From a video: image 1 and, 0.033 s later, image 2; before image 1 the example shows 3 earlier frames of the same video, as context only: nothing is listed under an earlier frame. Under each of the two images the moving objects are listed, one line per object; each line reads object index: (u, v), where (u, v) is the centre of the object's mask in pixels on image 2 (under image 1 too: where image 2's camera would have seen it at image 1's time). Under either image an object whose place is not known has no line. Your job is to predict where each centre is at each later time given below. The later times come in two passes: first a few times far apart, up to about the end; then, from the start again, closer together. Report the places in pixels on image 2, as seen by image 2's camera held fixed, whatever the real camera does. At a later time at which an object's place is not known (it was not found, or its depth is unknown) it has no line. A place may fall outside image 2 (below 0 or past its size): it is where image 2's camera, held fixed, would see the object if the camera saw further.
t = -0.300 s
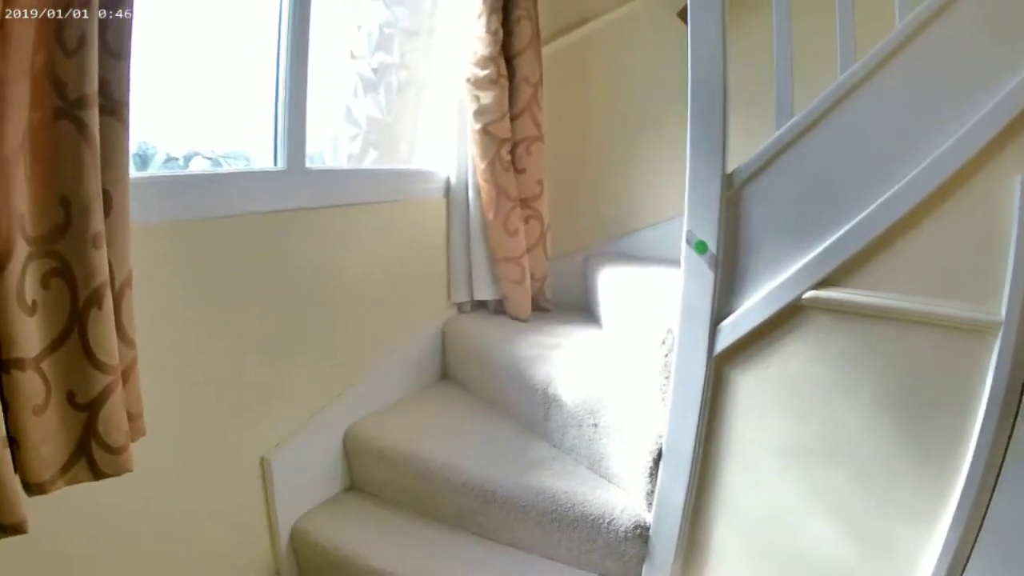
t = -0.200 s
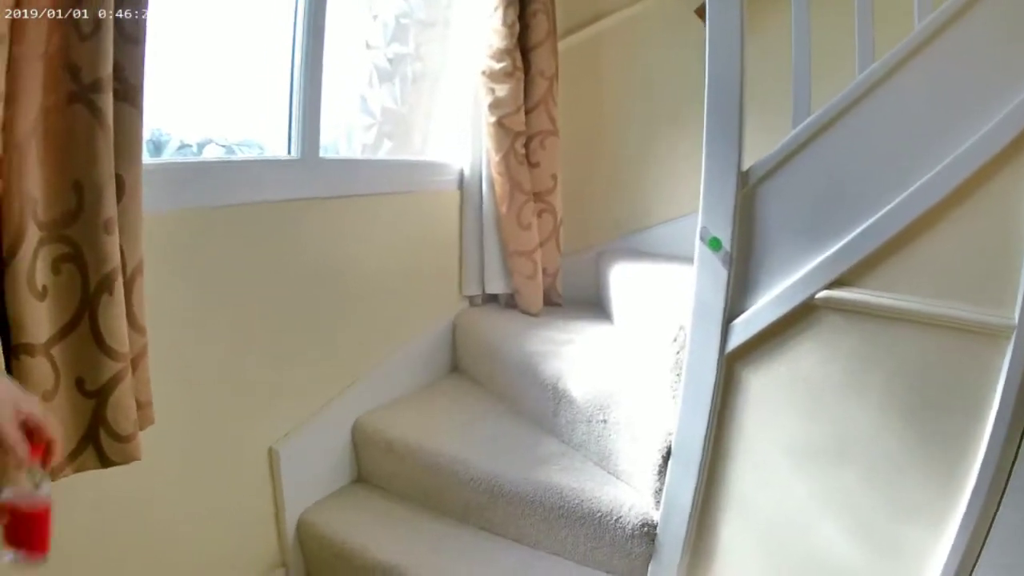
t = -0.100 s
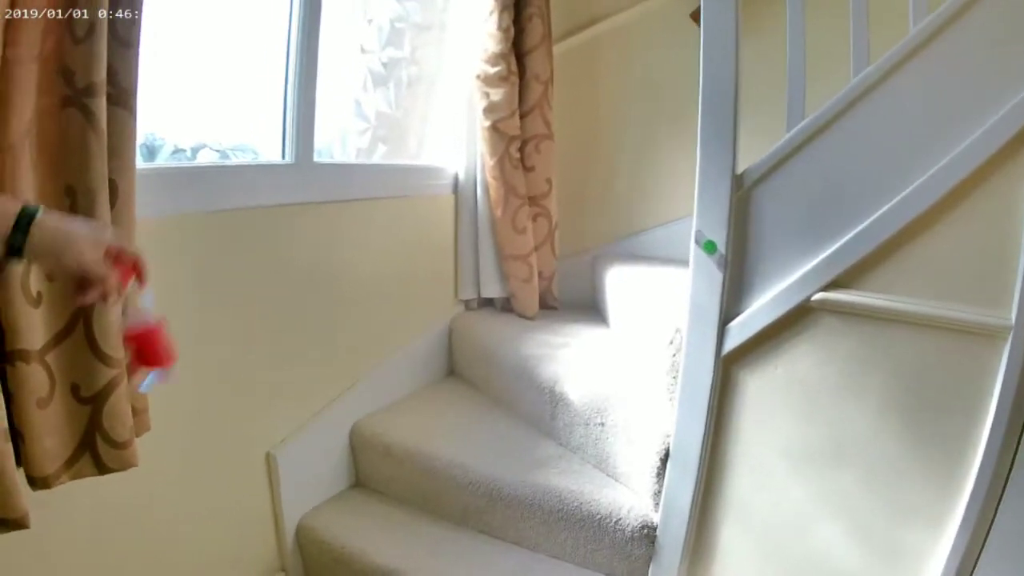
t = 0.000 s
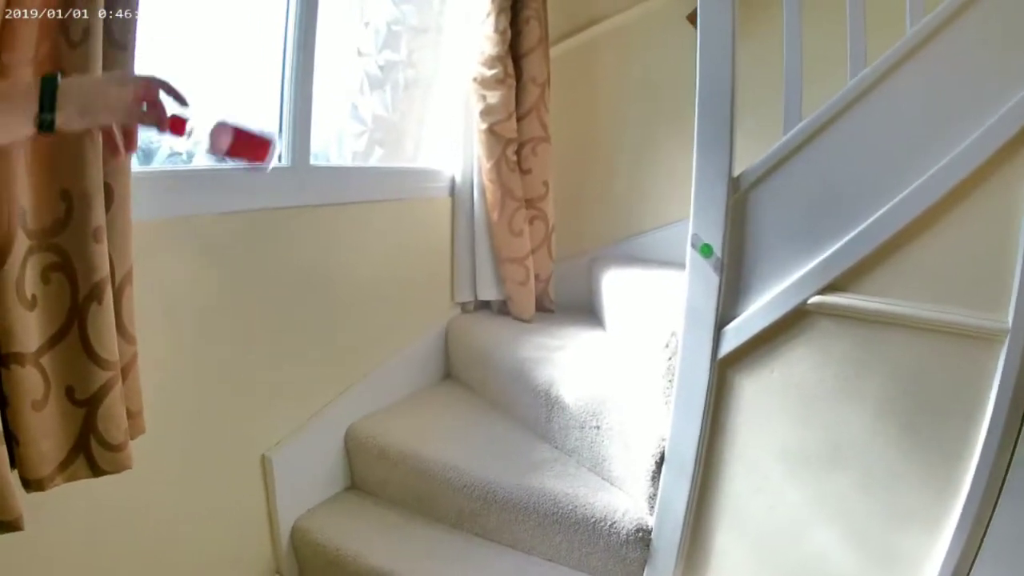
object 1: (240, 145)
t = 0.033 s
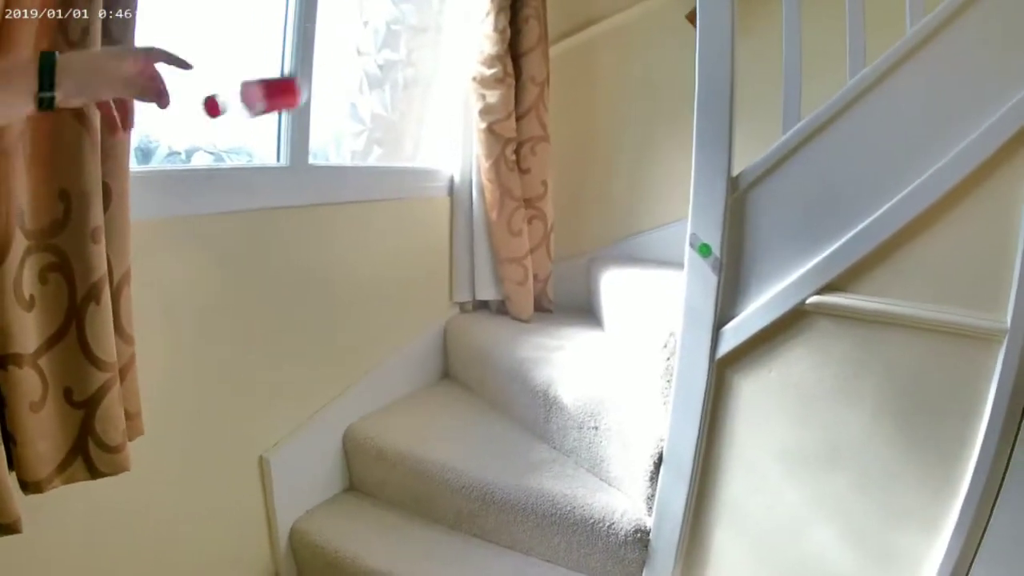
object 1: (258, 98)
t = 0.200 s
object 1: (402, 5)
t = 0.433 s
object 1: (499, 104)
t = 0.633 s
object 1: (544, 331)
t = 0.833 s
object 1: (542, 321)
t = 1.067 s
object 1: (544, 328)
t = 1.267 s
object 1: (543, 328)
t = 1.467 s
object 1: (543, 328)
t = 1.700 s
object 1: (543, 327)
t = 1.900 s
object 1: (543, 327)
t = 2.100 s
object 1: (543, 327)
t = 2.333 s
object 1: (543, 327)
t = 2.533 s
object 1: (544, 326)
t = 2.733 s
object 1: (543, 327)
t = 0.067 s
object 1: (293, 65)
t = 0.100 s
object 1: (322, 37)
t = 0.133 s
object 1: (355, 13)
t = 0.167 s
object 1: (379, 8)
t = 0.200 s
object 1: (402, 5)
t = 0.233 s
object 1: (428, 9)
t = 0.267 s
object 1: (440, 7)
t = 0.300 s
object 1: (448, 11)
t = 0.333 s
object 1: (462, 28)
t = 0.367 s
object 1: (477, 49)
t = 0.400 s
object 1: (491, 75)
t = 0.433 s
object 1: (499, 104)
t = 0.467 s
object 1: (509, 136)
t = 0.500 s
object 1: (517, 174)
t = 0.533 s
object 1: (525, 212)
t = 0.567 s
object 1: (532, 254)
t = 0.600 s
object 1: (538, 297)
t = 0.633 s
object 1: (544, 331)
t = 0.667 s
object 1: (542, 329)
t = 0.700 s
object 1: (543, 323)
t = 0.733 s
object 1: (543, 320)
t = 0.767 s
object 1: (542, 318)
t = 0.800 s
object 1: (542, 320)
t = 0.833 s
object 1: (542, 321)
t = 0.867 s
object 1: (545, 326)
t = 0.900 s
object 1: (543, 328)
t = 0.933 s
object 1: (543, 328)
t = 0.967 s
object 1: (543, 328)
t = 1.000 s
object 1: (543, 328)
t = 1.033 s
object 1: (543, 328)
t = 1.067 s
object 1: (544, 328)
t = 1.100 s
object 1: (543, 328)
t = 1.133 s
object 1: (543, 328)
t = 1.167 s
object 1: (543, 327)
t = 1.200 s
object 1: (543, 327)
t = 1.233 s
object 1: (543, 328)
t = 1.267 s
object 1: (543, 328)
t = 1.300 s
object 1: (543, 328)
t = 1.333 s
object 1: (543, 328)
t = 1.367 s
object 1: (543, 328)
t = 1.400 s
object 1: (543, 328)
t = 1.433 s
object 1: (543, 328)
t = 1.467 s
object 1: (543, 328)
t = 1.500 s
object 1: (543, 328)
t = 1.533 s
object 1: (543, 328)
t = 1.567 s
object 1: (543, 328)
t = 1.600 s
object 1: (543, 328)
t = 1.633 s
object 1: (543, 327)
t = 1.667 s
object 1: (543, 327)
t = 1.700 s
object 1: (543, 327)
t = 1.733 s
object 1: (544, 327)
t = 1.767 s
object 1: (544, 328)
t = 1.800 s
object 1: (544, 327)
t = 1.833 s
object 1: (544, 327)
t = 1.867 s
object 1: (544, 327)
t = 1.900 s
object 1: (543, 327)
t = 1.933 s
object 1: (543, 327)
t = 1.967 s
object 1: (543, 327)
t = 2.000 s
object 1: (543, 327)
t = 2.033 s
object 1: (544, 327)
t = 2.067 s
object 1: (543, 327)
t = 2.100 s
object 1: (543, 327)
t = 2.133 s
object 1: (544, 327)
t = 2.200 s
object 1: (543, 327)
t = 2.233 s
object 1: (544, 327)
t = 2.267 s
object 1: (544, 327)
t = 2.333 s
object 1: (543, 327)
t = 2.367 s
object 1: (543, 326)
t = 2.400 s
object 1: (543, 326)
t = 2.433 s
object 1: (543, 326)
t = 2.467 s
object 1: (543, 327)
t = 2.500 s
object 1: (544, 326)
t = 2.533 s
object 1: (544, 326)
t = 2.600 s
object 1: (544, 327)
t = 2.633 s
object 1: (543, 326)
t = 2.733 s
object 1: (543, 327)
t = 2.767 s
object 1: (544, 326)
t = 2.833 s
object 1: (543, 327)
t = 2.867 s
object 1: (543, 327)
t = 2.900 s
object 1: (544, 326)
